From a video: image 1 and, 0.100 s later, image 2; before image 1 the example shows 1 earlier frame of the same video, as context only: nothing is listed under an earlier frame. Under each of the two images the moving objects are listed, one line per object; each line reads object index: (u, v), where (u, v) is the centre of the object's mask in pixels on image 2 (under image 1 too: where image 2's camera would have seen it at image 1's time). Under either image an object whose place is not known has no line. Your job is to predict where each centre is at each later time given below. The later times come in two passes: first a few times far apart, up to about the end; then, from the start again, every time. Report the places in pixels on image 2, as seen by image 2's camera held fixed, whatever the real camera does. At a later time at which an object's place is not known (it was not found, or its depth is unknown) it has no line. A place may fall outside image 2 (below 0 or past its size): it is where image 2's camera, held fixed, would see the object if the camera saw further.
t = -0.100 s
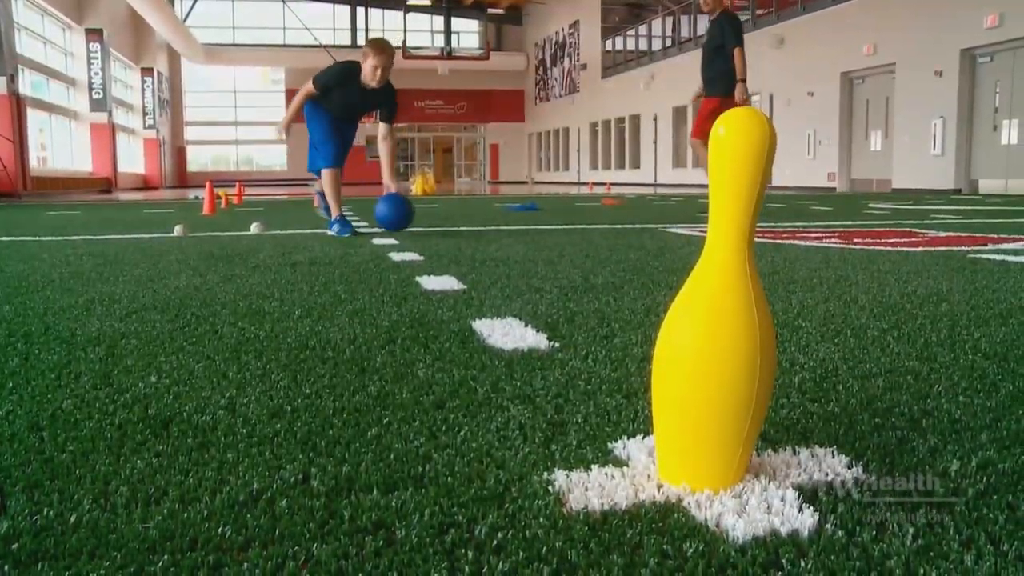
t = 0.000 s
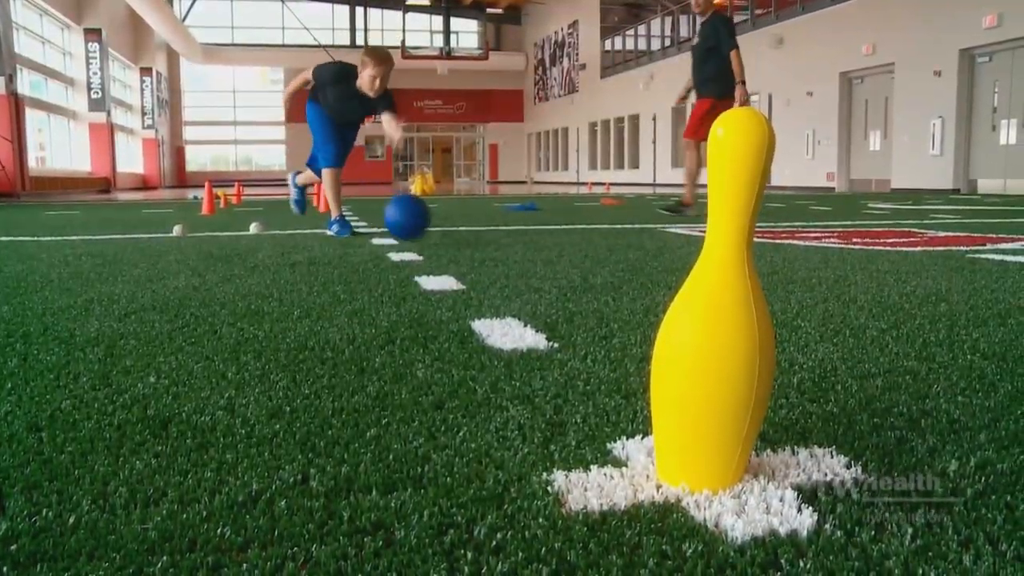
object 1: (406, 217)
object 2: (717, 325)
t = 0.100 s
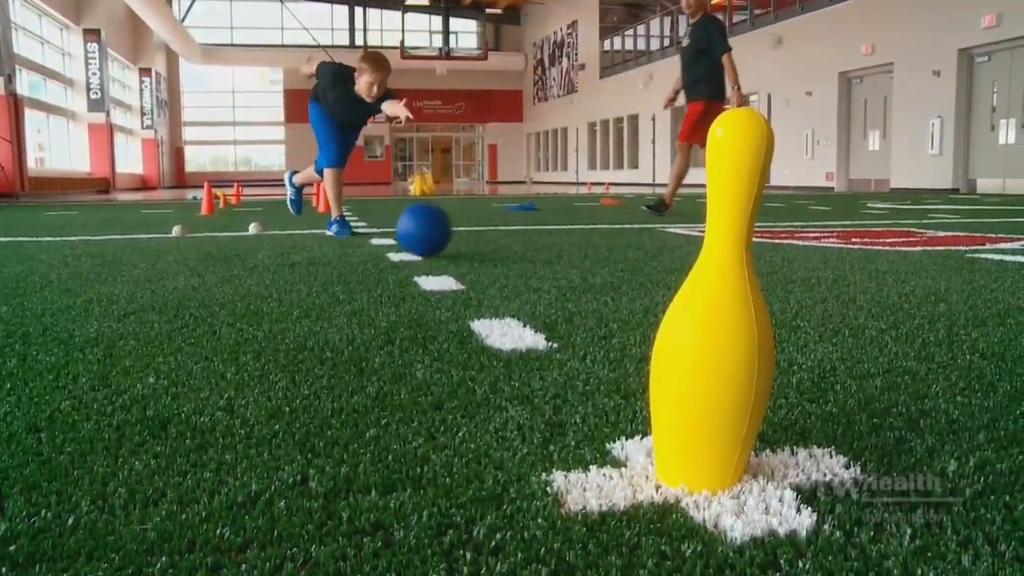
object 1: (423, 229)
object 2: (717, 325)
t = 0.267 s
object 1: (456, 237)
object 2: (717, 325)
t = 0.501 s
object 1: (548, 287)
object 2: (716, 325)
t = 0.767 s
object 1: (814, 195)
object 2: (826, 360)
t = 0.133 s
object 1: (429, 225)
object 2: (717, 325)
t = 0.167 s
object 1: (435, 223)
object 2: (717, 325)
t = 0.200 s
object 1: (441, 224)
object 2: (717, 325)
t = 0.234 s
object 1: (448, 228)
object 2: (717, 325)
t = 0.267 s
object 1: (456, 237)
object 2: (717, 325)
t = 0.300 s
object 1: (465, 250)
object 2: (716, 325)
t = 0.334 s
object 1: (475, 258)
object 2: (716, 325)
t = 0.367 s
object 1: (486, 254)
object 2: (717, 325)
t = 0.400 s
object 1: (498, 253)
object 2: (717, 325)
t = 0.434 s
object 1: (513, 258)
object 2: (717, 325)
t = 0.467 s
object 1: (527, 268)
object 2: (716, 325)
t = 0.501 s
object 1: (548, 287)
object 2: (716, 325)
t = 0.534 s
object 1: (572, 305)
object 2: (716, 324)
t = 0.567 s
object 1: (597, 308)
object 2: (716, 325)
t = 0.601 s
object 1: (616, 309)
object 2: (716, 325)
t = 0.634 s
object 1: (631, 312)
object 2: (716, 325)
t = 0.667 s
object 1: (651, 315)
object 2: (723, 333)
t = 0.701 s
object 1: (693, 258)
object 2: (747, 326)
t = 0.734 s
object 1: (741, 220)
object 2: (775, 336)
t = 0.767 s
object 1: (814, 195)
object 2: (826, 360)
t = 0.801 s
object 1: (878, 177)
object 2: (844, 427)
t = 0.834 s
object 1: (922, 159)
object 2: (847, 462)
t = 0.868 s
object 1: (953, 154)
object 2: (862, 473)
